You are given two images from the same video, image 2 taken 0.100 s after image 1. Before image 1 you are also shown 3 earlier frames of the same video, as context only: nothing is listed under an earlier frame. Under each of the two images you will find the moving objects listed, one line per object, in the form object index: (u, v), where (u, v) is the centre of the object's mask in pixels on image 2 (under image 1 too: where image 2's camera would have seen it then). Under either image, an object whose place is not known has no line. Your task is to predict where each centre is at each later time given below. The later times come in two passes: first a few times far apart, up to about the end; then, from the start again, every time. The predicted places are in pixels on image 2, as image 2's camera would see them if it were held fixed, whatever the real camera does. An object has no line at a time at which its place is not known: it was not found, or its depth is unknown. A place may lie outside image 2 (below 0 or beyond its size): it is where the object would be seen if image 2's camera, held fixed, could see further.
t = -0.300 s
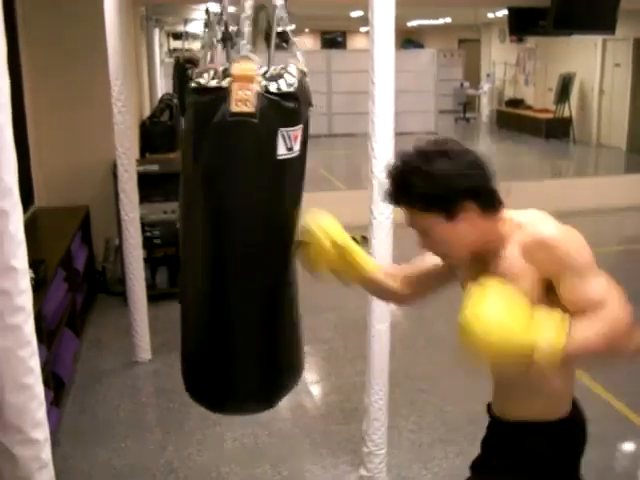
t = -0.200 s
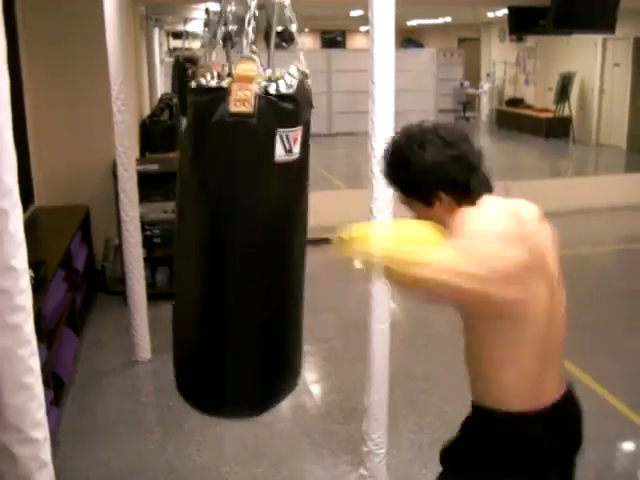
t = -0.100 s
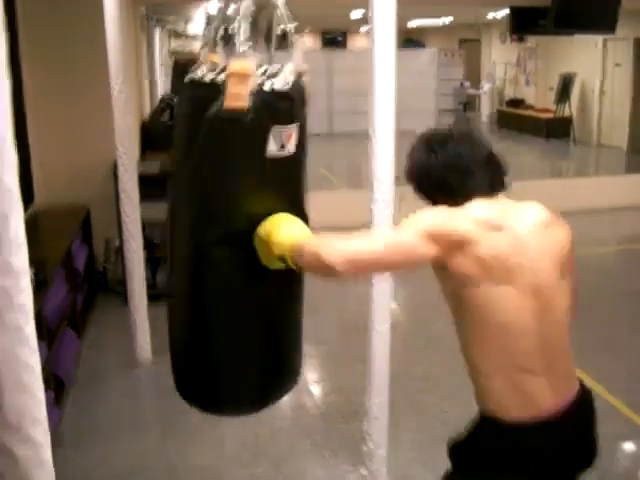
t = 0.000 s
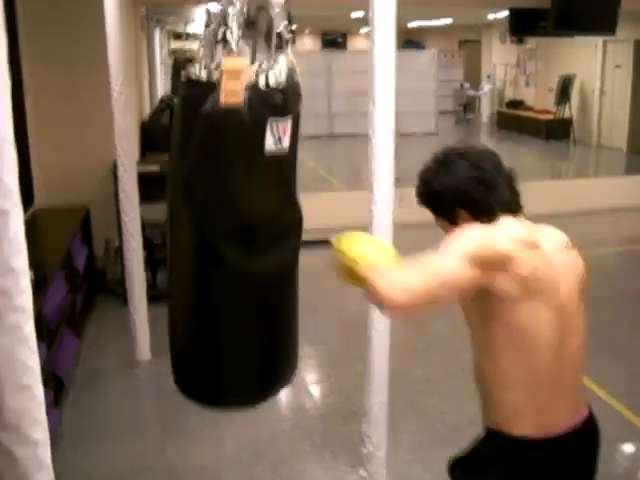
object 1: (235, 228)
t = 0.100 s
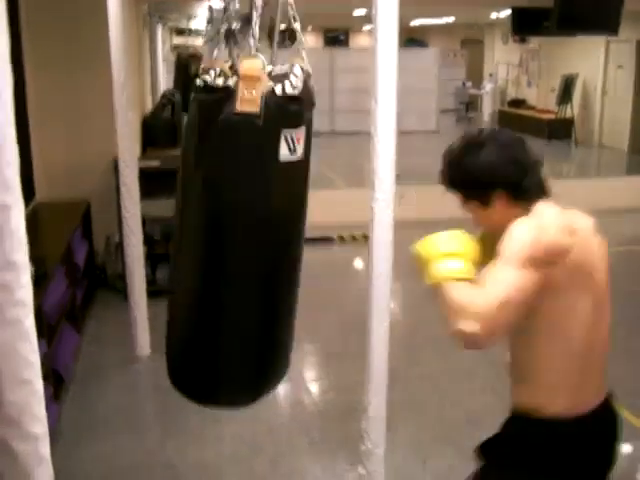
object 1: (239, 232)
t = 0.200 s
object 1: (243, 231)
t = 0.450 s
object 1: (267, 232)
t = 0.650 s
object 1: (290, 235)
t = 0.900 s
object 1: (314, 239)
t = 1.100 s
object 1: (319, 243)
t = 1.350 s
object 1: (304, 245)
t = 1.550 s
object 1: (280, 245)
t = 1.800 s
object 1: (251, 240)
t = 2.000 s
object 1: (240, 235)
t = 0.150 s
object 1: (241, 230)
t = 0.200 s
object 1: (243, 231)
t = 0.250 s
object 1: (246, 232)
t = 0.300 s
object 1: (250, 231)
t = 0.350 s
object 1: (256, 230)
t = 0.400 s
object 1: (261, 232)
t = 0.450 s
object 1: (267, 232)
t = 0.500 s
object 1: (272, 234)
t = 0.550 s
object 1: (279, 234)
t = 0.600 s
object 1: (284, 234)
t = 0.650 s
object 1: (290, 235)
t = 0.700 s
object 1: (295, 236)
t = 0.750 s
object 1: (301, 237)
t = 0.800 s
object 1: (306, 238)
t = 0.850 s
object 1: (310, 238)
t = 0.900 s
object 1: (314, 239)
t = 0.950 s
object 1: (316, 240)
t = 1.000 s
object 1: (318, 241)
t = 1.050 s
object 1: (319, 242)
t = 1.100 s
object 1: (319, 243)
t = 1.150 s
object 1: (317, 243)
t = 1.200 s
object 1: (316, 244)
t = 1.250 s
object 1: (312, 245)
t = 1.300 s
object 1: (308, 245)
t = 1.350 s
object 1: (304, 245)
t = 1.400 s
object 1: (298, 245)
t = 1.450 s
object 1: (292, 246)
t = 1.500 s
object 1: (287, 245)
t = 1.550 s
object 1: (280, 245)
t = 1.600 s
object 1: (274, 244)
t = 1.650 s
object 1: (267, 243)
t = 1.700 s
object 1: (261, 242)
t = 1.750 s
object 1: (257, 241)
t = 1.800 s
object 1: (251, 240)
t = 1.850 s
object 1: (247, 239)
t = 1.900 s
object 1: (244, 237)
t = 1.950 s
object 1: (242, 236)
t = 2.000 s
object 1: (240, 235)
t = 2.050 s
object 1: (239, 234)
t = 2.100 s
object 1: (239, 233)
